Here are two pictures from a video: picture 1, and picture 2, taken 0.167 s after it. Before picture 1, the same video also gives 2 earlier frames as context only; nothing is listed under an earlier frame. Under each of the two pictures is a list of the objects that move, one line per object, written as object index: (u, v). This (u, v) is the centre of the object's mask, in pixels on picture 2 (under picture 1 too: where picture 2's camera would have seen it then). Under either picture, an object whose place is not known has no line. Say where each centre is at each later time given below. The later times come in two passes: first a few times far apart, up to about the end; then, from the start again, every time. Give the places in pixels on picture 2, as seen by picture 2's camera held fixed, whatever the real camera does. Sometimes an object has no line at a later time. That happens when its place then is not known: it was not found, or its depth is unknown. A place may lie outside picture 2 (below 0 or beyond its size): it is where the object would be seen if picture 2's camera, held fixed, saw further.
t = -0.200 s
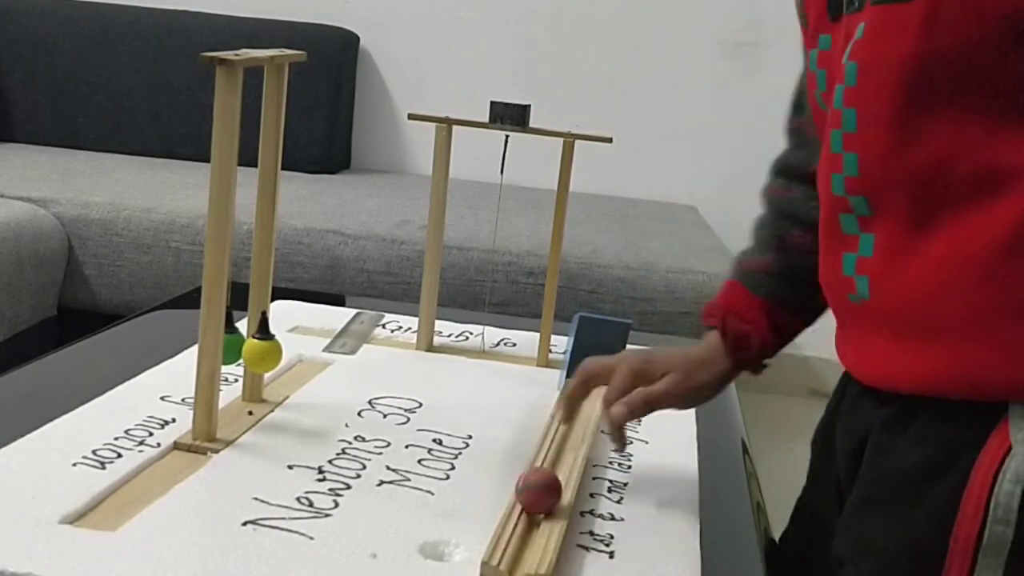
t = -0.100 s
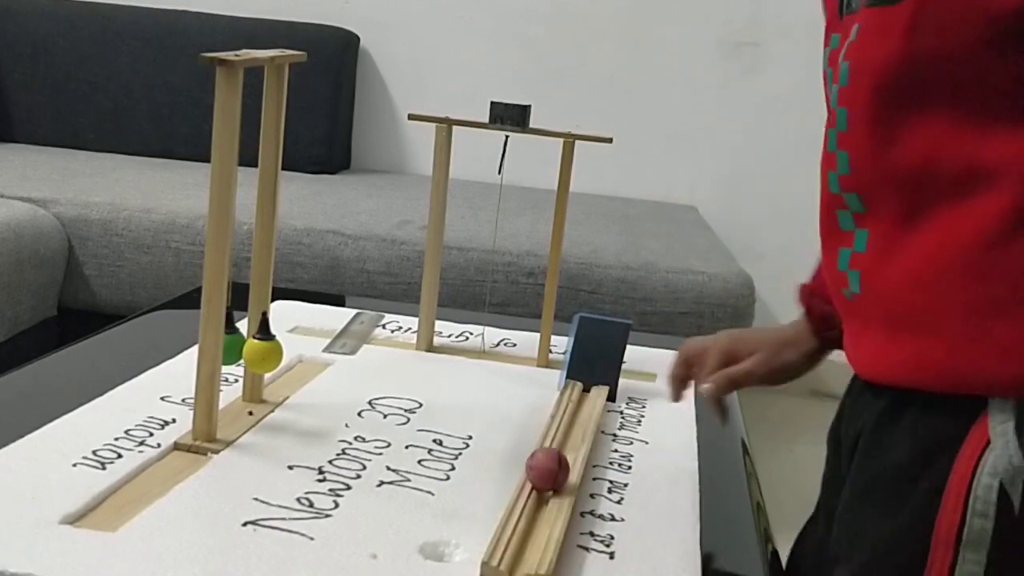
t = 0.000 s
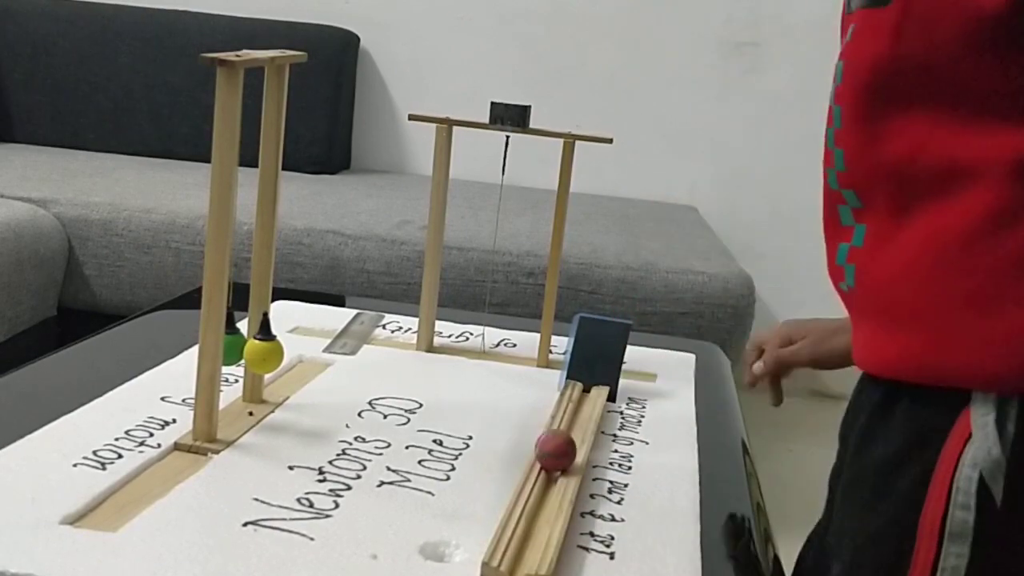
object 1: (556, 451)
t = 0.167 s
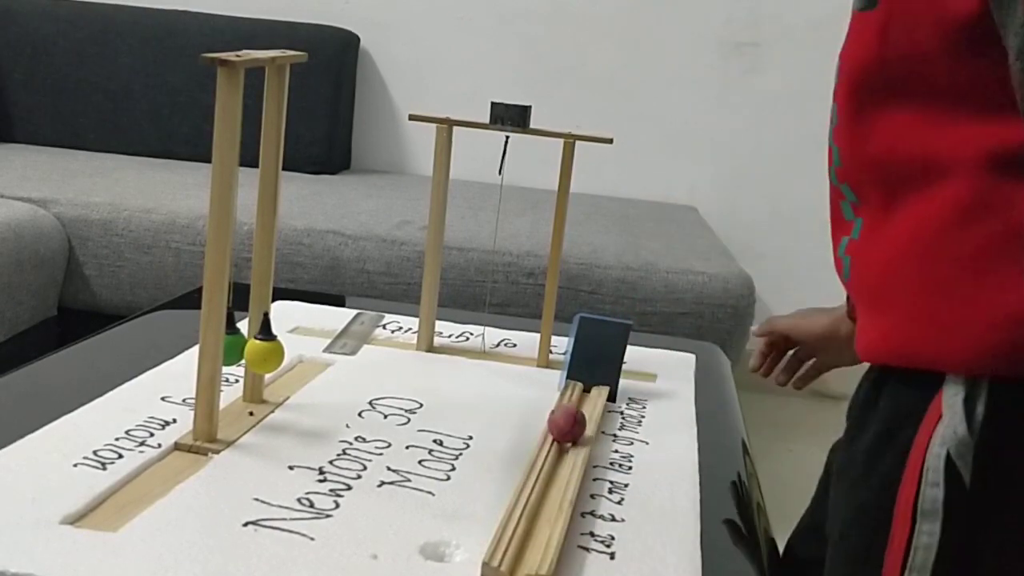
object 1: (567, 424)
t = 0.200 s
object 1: (570, 419)
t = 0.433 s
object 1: (582, 390)
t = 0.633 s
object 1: (590, 371)
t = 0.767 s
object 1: (591, 371)
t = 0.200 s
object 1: (570, 419)
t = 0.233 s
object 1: (572, 416)
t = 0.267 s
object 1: (574, 410)
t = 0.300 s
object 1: (575, 404)
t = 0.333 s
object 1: (577, 401)
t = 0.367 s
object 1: (579, 398)
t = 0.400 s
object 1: (580, 394)
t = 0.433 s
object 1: (582, 390)
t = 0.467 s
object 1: (583, 387)
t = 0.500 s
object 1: (584, 384)
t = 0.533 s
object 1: (586, 380)
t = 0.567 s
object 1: (587, 377)
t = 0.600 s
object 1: (589, 374)
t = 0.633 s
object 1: (590, 371)
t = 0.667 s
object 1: (591, 370)
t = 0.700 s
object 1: (589, 372)
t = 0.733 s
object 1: (590, 372)
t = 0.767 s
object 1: (591, 371)
